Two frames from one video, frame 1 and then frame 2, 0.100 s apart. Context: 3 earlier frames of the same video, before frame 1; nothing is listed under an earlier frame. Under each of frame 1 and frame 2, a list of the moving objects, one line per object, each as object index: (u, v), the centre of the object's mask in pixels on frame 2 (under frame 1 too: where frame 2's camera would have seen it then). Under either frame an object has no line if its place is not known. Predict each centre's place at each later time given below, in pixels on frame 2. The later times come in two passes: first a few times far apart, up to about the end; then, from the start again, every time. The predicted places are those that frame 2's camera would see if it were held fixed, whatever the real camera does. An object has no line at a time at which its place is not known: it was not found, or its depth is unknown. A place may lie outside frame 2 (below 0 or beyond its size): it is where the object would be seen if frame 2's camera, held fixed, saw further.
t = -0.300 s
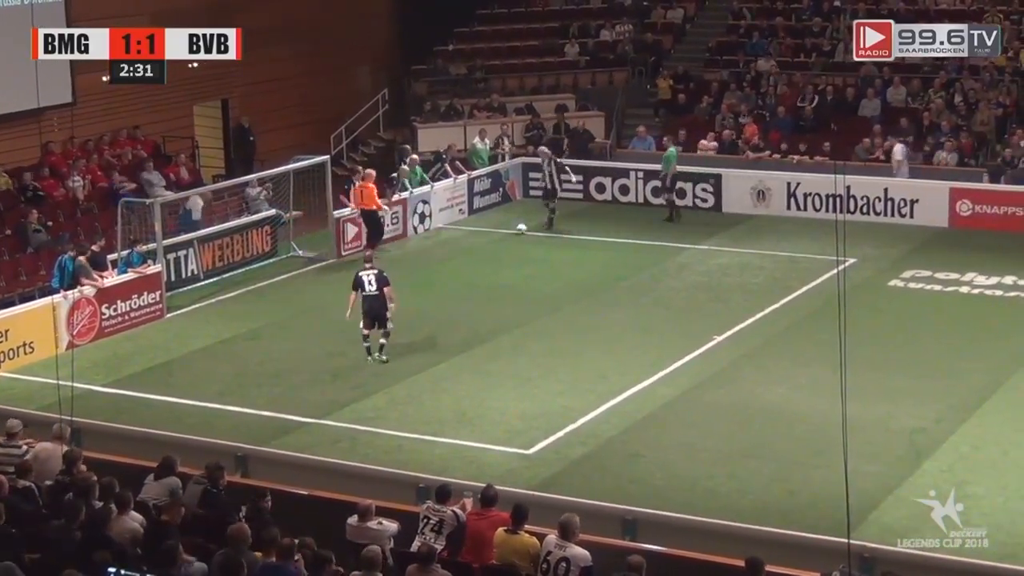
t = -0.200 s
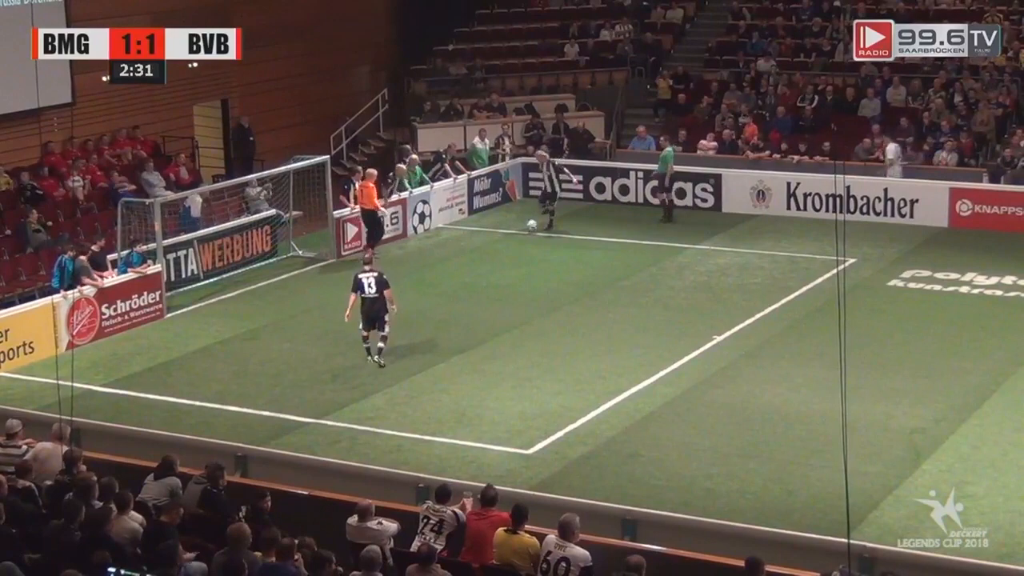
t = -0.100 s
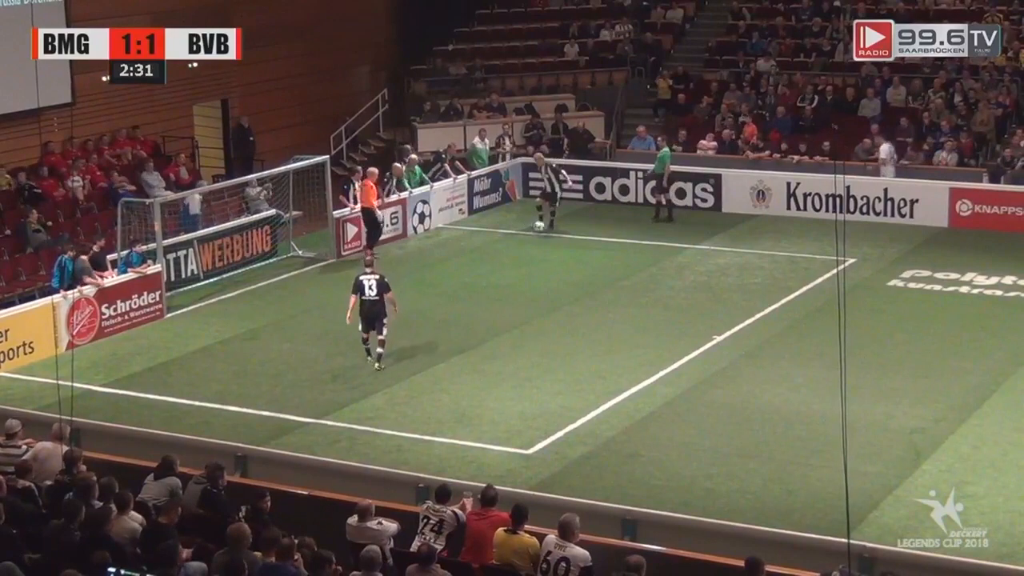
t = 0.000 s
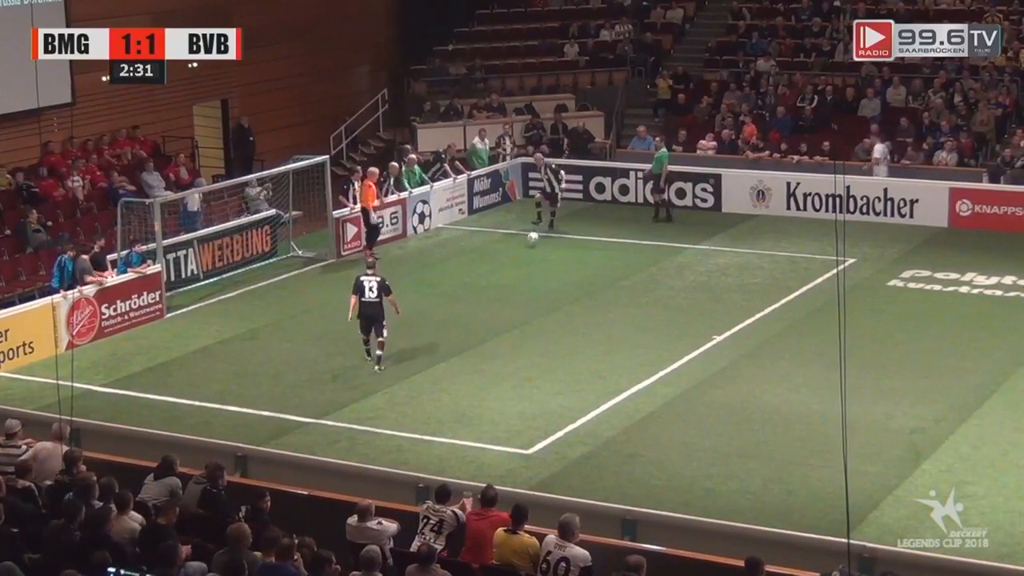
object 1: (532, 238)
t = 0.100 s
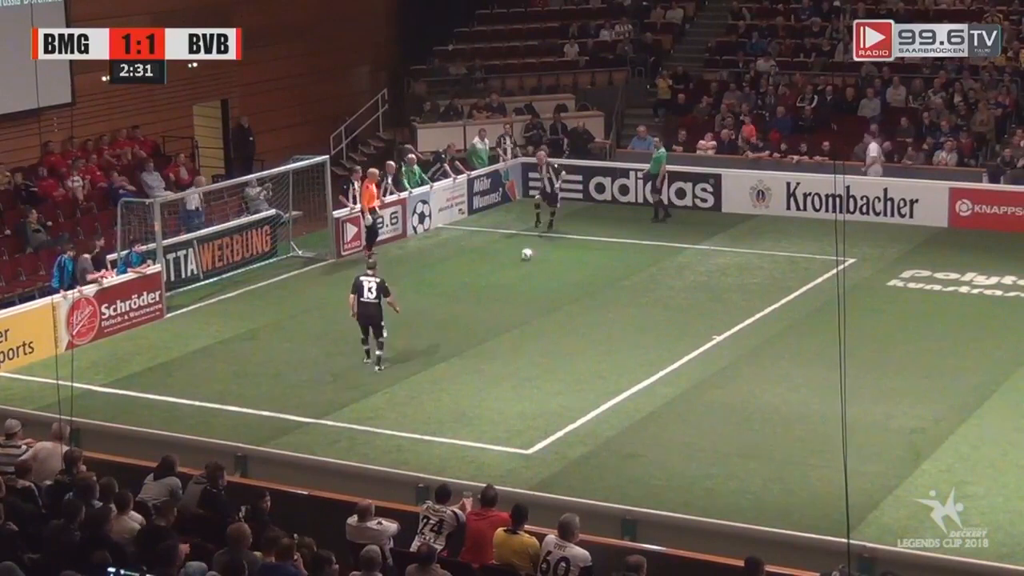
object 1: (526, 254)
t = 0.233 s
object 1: (520, 266)
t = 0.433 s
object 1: (513, 289)
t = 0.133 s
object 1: (526, 256)
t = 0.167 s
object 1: (523, 259)
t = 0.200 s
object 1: (521, 263)
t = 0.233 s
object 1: (520, 266)
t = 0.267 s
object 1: (518, 272)
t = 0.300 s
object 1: (517, 277)
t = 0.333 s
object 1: (515, 280)
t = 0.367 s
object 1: (515, 285)
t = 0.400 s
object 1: (513, 287)
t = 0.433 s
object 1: (513, 289)
